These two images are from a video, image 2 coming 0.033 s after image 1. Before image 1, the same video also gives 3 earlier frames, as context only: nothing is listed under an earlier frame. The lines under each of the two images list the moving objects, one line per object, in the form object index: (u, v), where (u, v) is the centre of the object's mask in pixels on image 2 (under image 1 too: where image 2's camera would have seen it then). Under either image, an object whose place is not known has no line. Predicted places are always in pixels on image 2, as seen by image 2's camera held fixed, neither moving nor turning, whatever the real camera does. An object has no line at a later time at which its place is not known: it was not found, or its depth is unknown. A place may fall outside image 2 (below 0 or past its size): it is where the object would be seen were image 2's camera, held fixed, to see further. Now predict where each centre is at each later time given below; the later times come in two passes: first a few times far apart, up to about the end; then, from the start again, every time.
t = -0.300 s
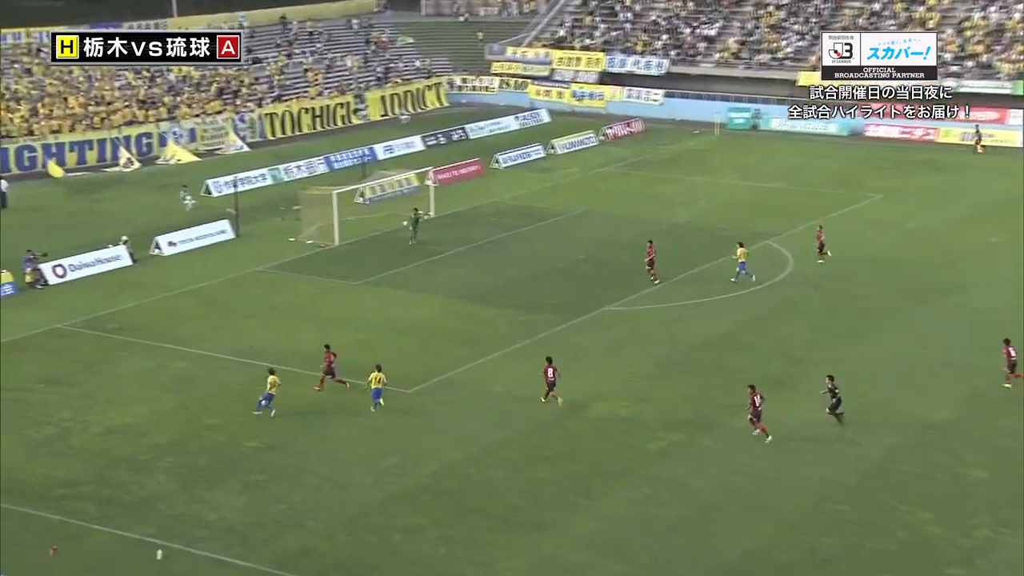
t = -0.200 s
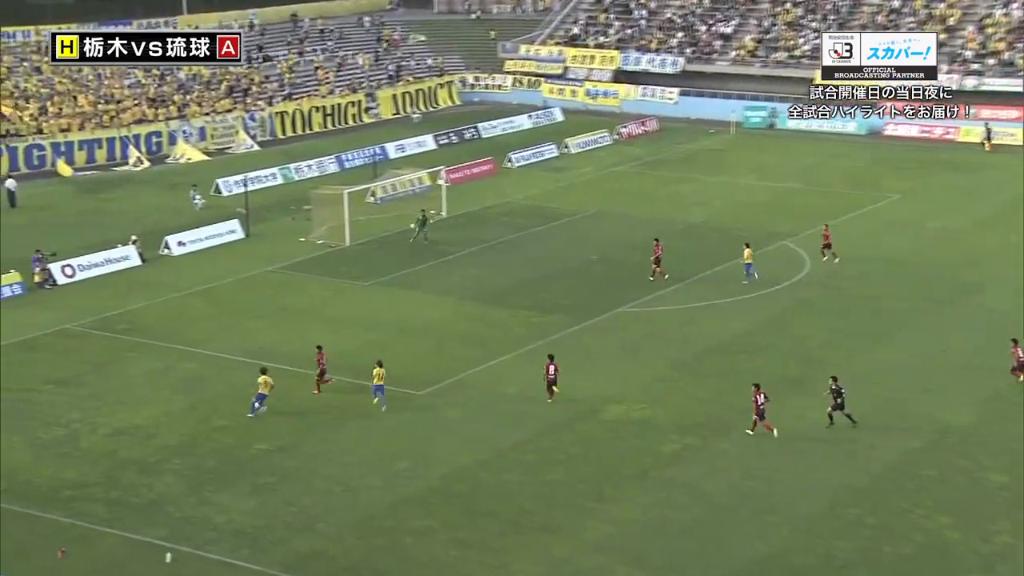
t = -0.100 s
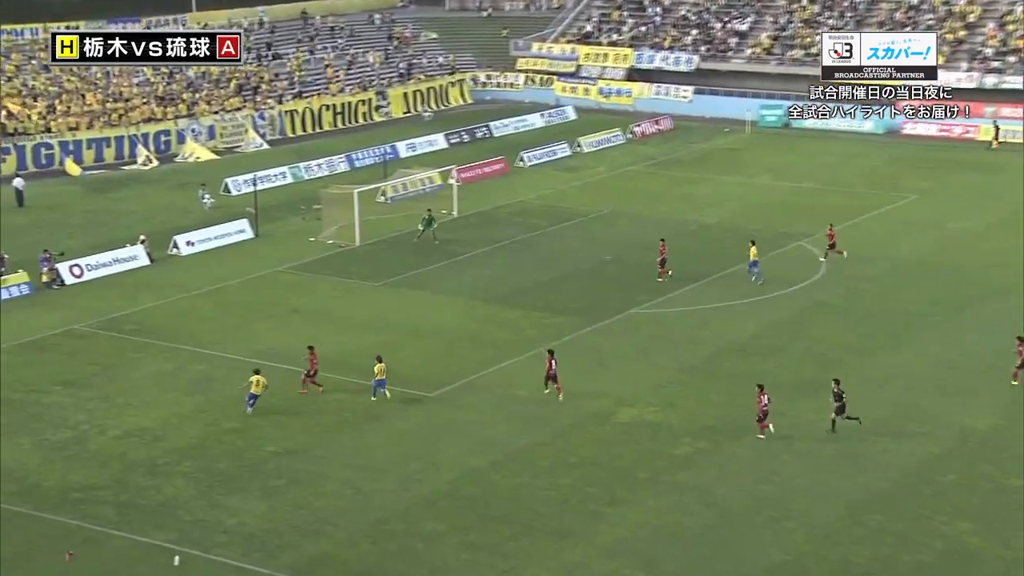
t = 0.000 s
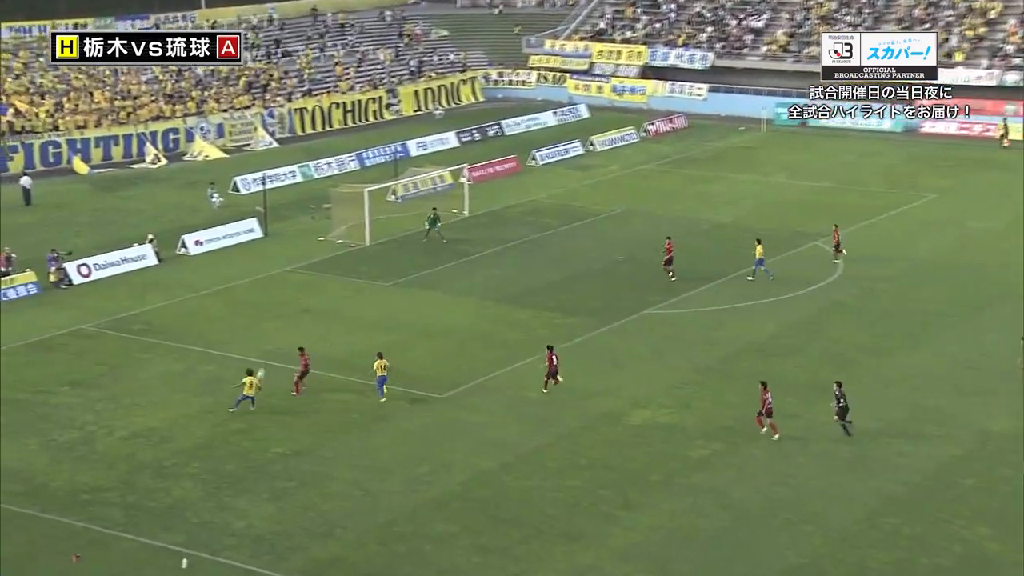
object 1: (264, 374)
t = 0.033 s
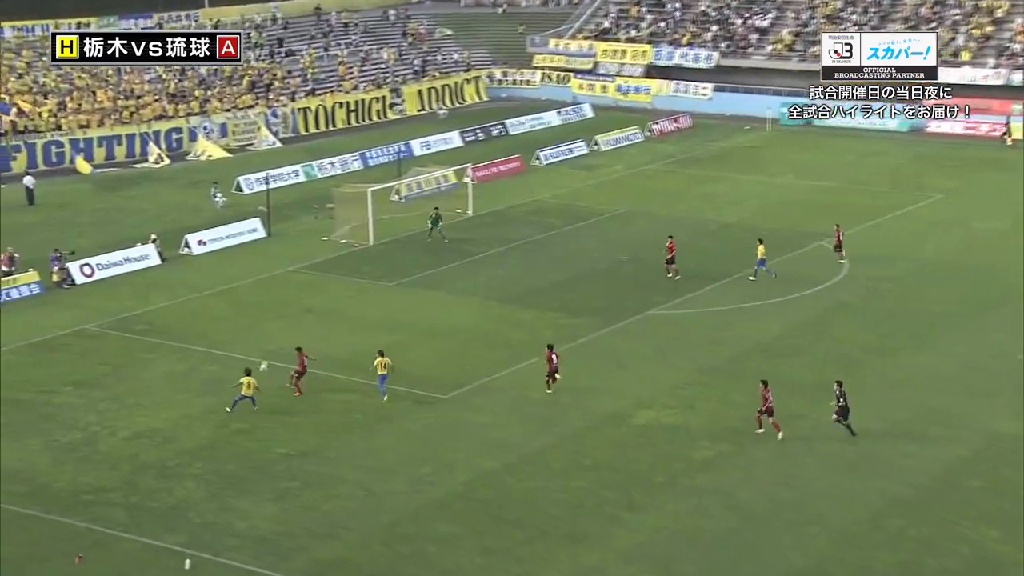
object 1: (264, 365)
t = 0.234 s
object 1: (264, 328)
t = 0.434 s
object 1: (267, 306)
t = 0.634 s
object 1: (272, 294)
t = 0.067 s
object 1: (263, 359)
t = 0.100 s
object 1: (263, 352)
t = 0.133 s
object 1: (263, 346)
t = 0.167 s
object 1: (263, 340)
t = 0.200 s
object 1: (264, 334)
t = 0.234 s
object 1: (264, 328)
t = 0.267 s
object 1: (264, 324)
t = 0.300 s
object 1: (265, 320)
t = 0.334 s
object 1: (265, 315)
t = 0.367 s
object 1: (266, 312)
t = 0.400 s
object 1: (266, 308)
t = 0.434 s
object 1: (267, 306)
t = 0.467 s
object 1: (268, 303)
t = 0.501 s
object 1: (268, 301)
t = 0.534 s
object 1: (269, 299)
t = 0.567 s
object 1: (270, 297)
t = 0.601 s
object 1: (271, 295)
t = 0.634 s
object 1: (272, 294)
